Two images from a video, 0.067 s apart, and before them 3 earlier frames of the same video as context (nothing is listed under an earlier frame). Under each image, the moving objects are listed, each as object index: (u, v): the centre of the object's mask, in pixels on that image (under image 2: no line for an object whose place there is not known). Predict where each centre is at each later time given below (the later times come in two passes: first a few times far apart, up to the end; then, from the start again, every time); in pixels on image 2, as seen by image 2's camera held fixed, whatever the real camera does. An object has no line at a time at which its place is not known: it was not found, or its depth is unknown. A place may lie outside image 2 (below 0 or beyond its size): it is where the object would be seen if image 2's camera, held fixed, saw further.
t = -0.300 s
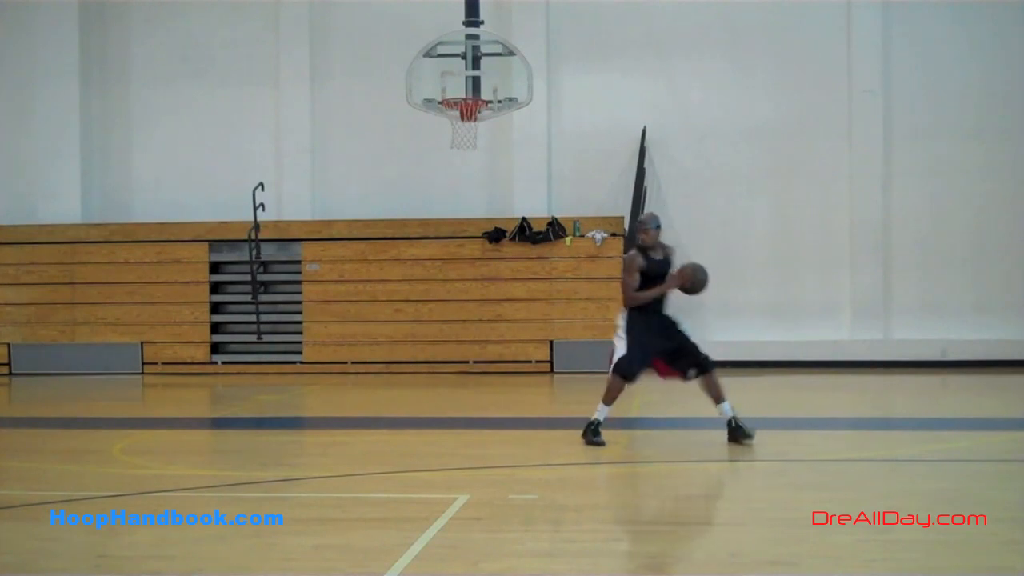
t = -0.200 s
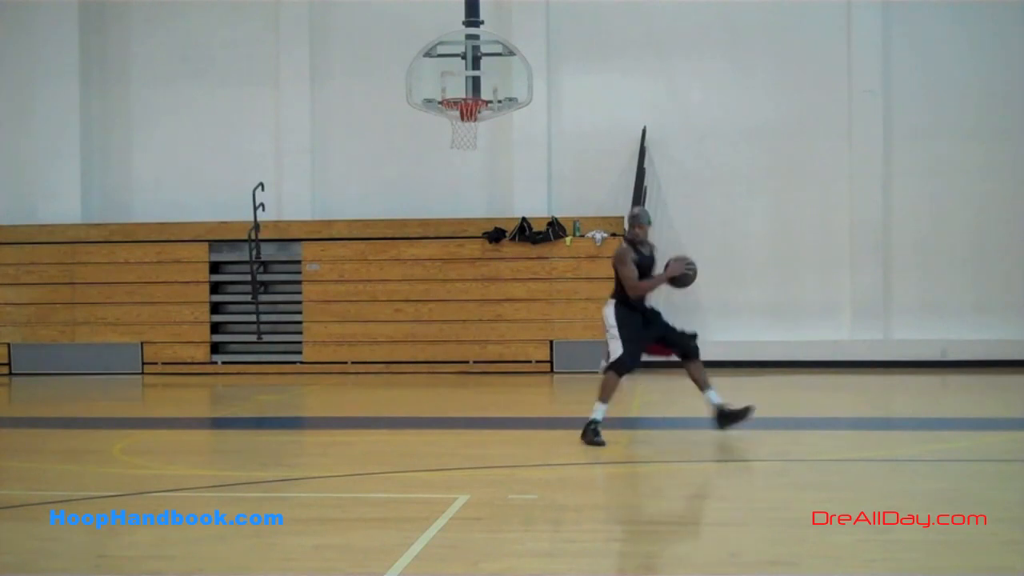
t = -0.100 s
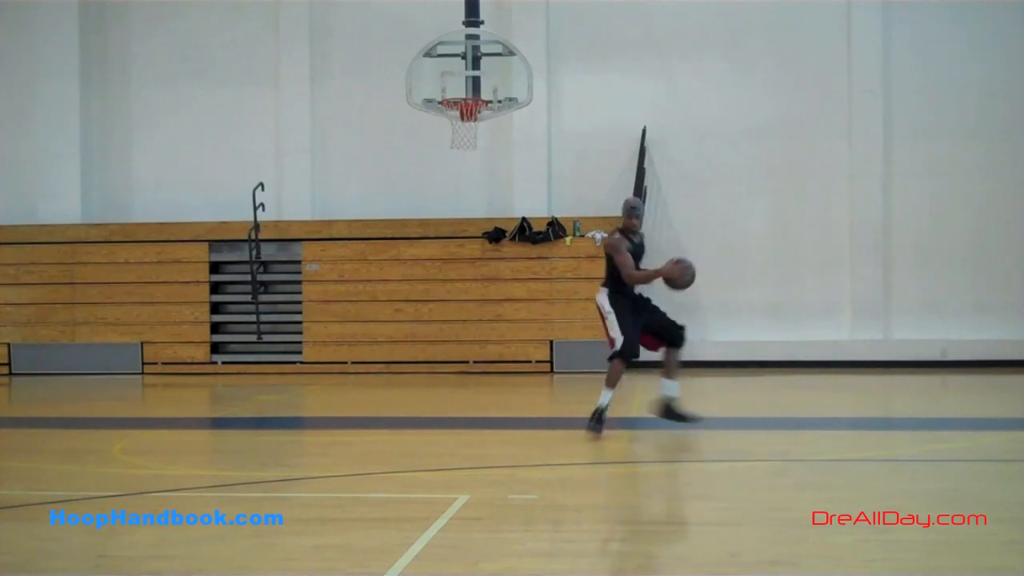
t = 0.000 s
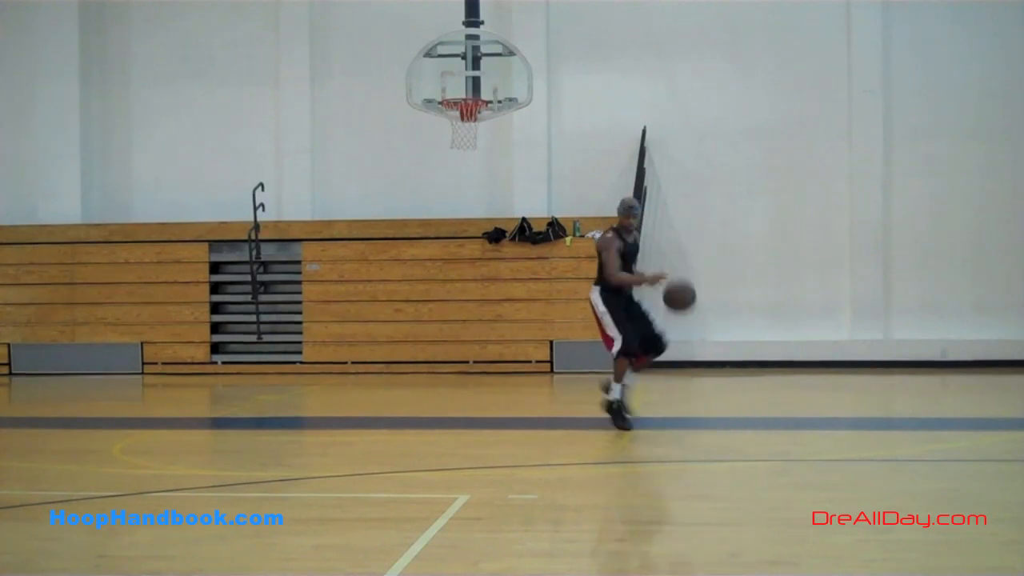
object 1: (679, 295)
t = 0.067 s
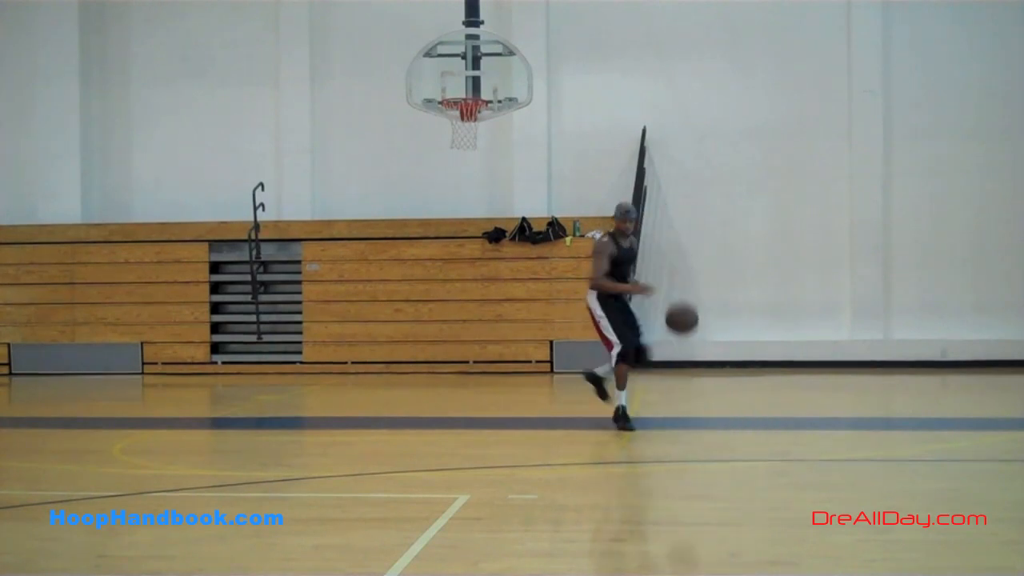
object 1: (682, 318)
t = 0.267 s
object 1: (688, 418)
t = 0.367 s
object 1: (673, 344)
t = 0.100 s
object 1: (683, 332)
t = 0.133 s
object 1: (684, 345)
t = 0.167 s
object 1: (686, 363)
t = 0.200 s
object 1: (687, 382)
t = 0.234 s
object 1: (688, 400)
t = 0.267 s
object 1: (688, 418)
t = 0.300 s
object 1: (684, 398)
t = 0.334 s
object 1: (679, 373)
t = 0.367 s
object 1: (673, 344)
